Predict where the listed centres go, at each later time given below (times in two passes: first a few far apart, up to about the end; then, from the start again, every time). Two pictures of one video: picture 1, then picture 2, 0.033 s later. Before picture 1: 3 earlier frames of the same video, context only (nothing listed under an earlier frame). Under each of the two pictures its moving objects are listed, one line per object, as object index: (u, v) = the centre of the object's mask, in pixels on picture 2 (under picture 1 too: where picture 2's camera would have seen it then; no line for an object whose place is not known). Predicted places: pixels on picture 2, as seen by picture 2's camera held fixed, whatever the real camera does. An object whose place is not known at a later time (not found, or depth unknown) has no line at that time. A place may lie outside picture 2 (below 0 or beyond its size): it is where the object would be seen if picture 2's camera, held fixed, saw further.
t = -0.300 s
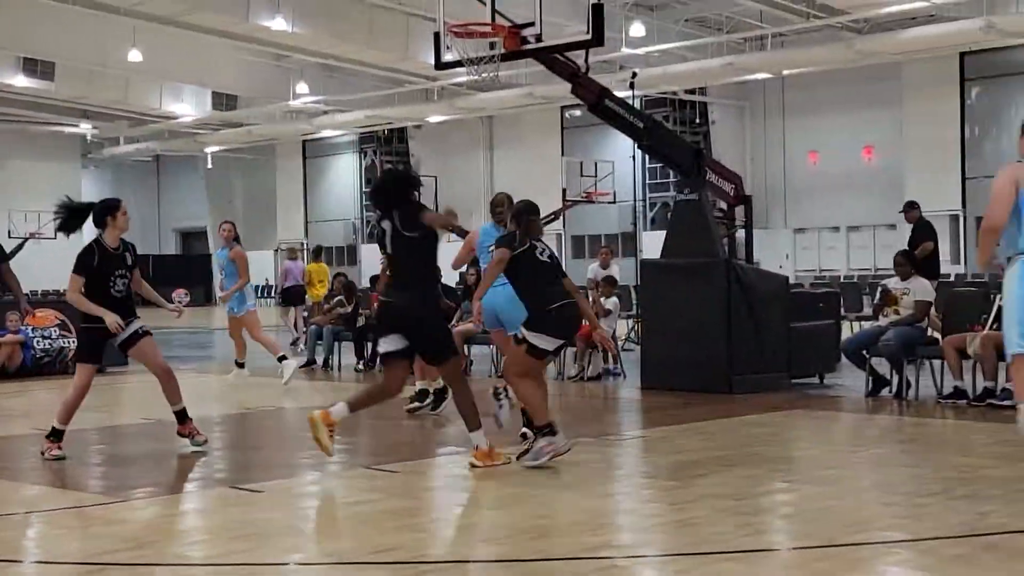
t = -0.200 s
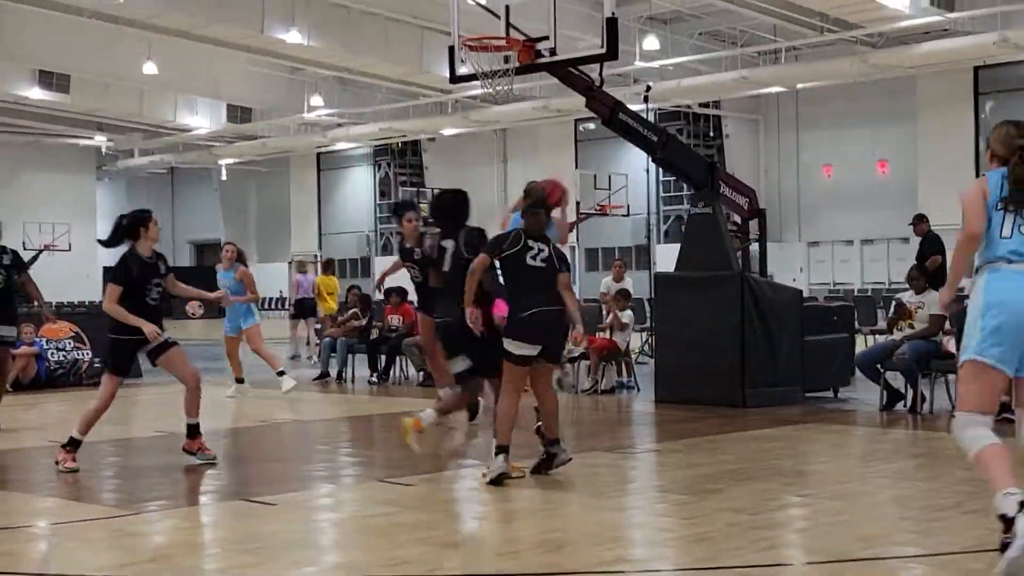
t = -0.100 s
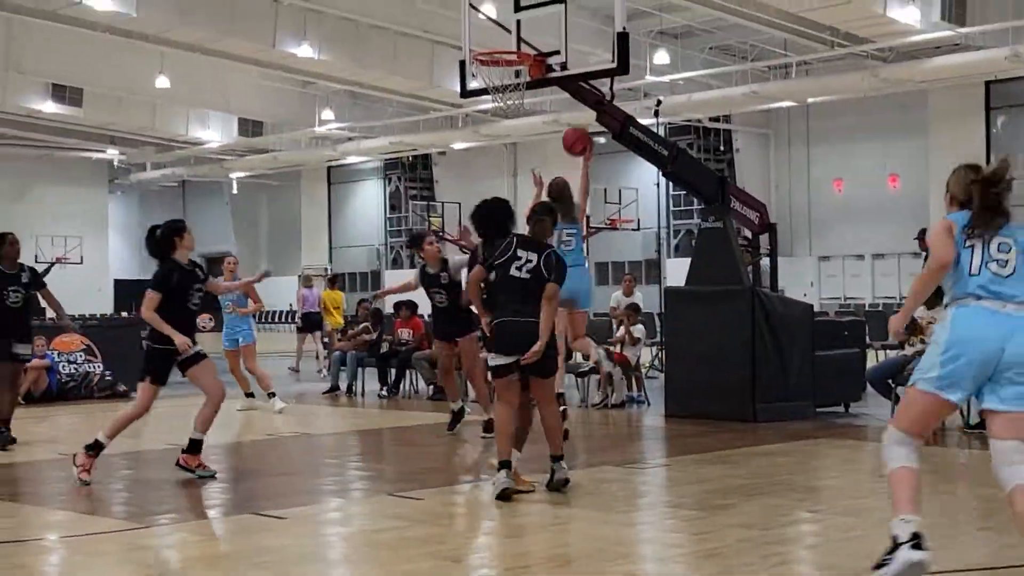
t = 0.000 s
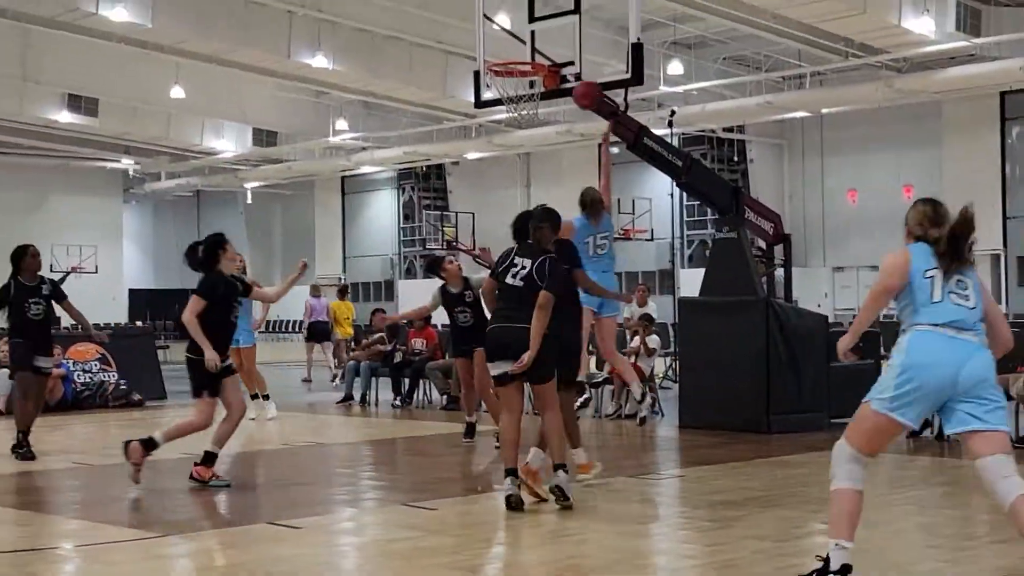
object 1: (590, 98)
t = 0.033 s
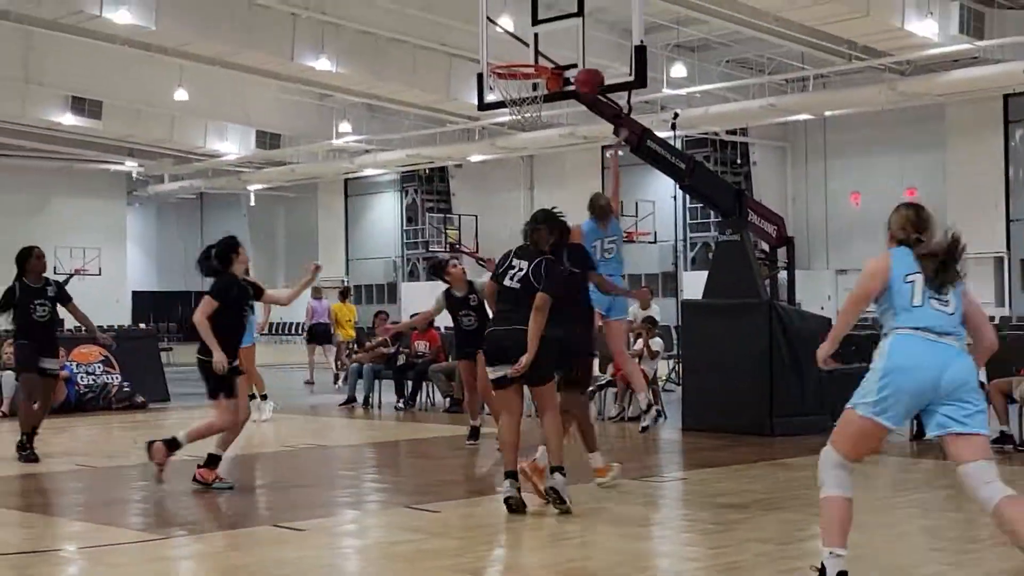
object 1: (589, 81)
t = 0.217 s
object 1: (581, 26)
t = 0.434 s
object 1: (558, 13)
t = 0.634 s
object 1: (526, 49)
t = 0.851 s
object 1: (504, 108)
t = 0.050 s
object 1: (589, 76)
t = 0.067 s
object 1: (588, 68)
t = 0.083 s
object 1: (587, 62)
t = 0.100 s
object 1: (586, 56)
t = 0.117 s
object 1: (585, 50)
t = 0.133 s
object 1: (584, 45)
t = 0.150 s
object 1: (584, 41)
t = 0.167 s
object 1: (583, 36)
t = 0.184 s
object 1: (582, 32)
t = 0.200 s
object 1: (581, 29)
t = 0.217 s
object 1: (581, 26)
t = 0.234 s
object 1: (579, 23)
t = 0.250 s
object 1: (579, 20)
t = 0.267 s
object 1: (578, 18)
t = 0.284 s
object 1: (578, 16)
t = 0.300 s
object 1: (577, 15)
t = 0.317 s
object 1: (576, 14)
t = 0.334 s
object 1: (574, 13)
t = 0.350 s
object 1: (571, 12)
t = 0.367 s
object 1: (569, 11)
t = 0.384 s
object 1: (566, 11)
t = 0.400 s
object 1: (563, 11)
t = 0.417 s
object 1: (561, 12)
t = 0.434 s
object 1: (558, 13)
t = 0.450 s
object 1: (556, 14)
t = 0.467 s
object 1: (553, 15)
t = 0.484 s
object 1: (550, 17)
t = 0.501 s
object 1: (547, 19)
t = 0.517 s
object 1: (545, 22)
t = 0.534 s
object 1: (542, 24)
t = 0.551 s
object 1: (539, 28)
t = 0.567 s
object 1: (537, 31)
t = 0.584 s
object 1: (534, 35)
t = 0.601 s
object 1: (531, 39)
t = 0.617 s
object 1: (528, 43)
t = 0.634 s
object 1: (526, 49)
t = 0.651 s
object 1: (523, 53)
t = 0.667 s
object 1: (521, 56)
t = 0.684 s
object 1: (519, 64)
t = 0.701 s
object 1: (516, 72)
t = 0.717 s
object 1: (512, 78)
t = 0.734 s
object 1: (510, 86)
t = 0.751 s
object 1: (508, 90)
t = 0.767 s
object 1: (506, 91)
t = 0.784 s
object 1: (505, 97)
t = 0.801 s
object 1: (505, 101)
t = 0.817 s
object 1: (505, 102)
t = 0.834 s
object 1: (504, 105)
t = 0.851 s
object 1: (504, 108)
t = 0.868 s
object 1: (504, 109)
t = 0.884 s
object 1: (504, 112)
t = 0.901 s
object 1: (505, 113)
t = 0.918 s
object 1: (505, 120)
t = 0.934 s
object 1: (506, 122)
